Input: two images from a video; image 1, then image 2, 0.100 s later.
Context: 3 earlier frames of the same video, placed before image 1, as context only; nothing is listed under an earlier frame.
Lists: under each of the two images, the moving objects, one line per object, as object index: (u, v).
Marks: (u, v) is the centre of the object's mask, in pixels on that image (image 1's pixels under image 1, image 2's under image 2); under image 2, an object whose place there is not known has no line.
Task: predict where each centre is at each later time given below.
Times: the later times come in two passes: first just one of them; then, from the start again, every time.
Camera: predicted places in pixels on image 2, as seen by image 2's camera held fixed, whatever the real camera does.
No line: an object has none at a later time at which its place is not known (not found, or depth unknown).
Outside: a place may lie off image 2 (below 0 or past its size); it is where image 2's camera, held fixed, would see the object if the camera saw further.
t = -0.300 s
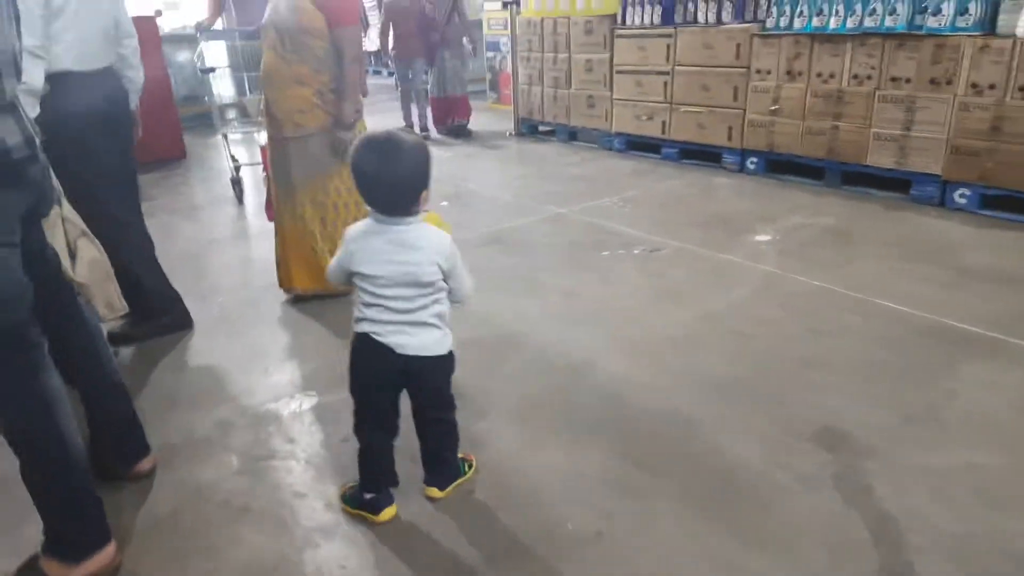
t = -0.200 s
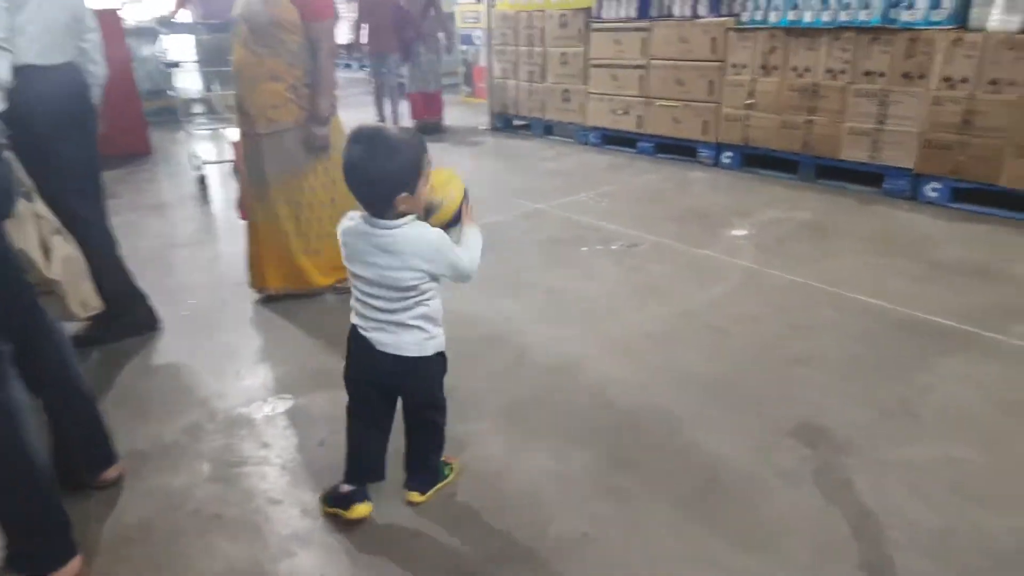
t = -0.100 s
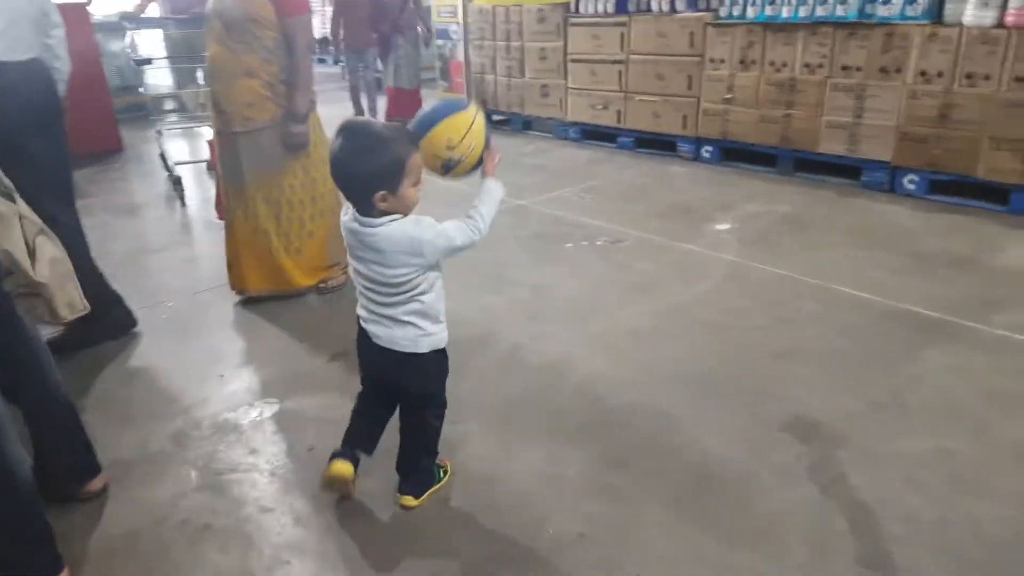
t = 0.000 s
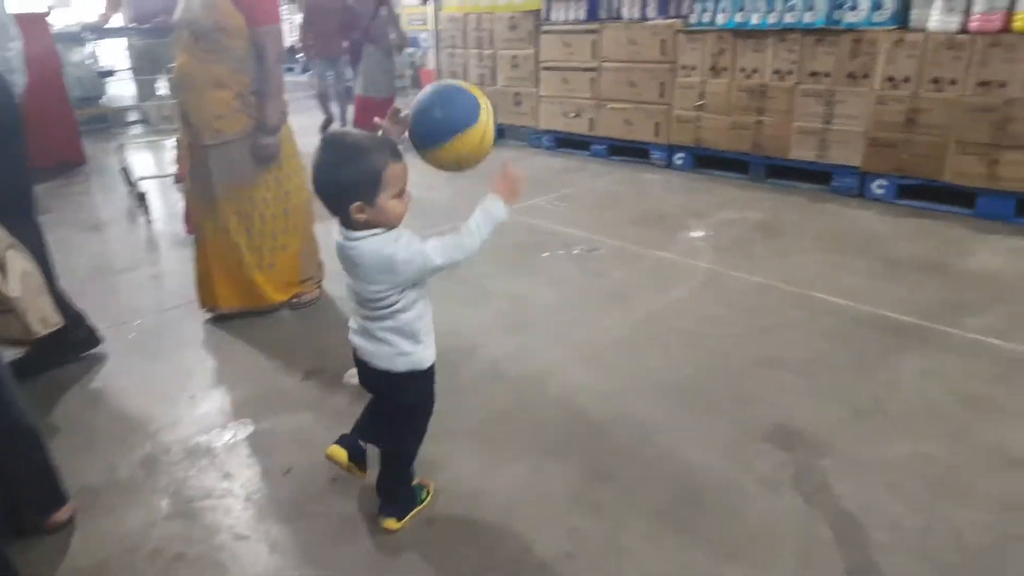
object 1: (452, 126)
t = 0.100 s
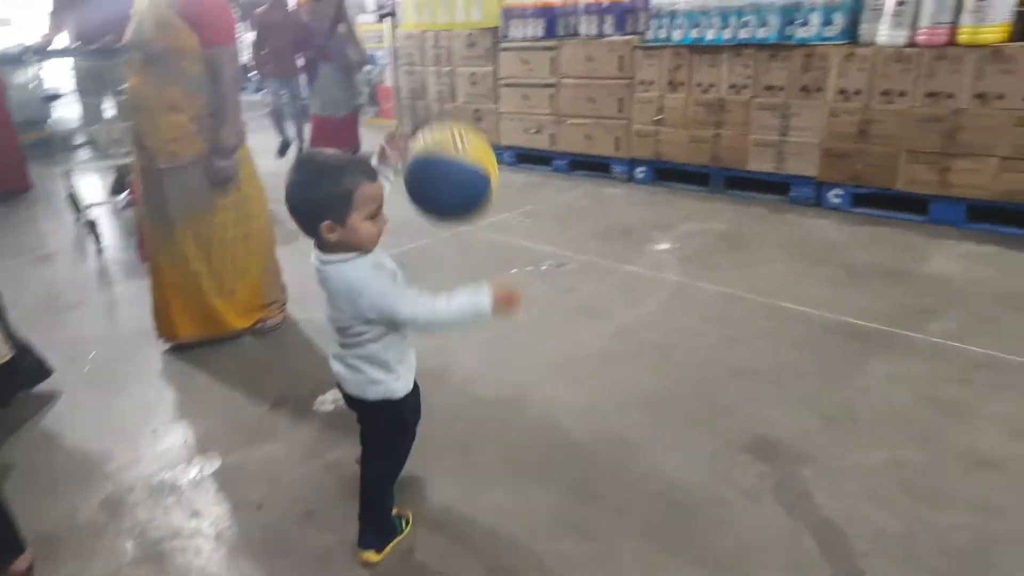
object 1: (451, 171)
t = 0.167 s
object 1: (476, 225)
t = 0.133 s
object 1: (461, 195)
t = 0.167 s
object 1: (476, 225)
